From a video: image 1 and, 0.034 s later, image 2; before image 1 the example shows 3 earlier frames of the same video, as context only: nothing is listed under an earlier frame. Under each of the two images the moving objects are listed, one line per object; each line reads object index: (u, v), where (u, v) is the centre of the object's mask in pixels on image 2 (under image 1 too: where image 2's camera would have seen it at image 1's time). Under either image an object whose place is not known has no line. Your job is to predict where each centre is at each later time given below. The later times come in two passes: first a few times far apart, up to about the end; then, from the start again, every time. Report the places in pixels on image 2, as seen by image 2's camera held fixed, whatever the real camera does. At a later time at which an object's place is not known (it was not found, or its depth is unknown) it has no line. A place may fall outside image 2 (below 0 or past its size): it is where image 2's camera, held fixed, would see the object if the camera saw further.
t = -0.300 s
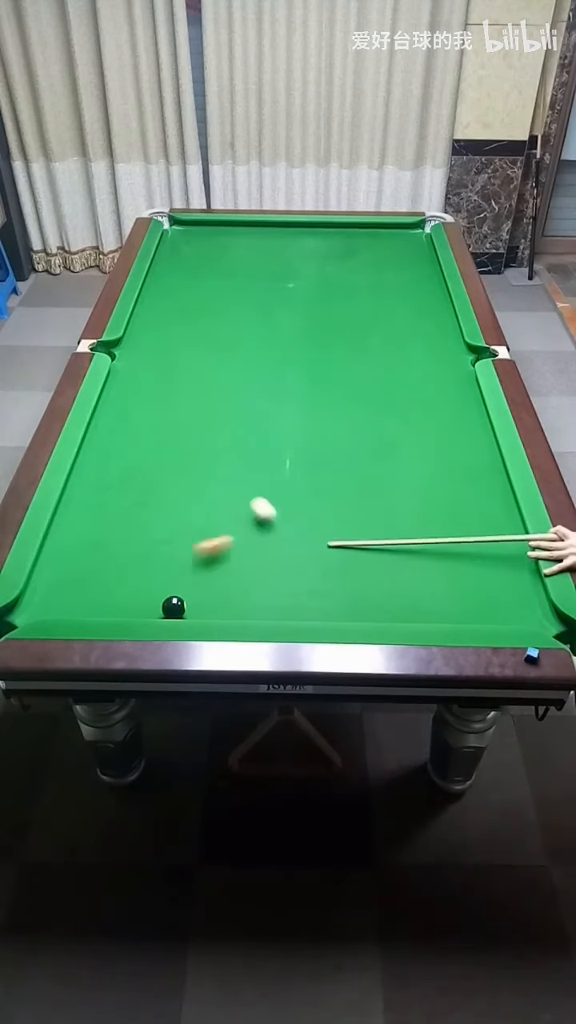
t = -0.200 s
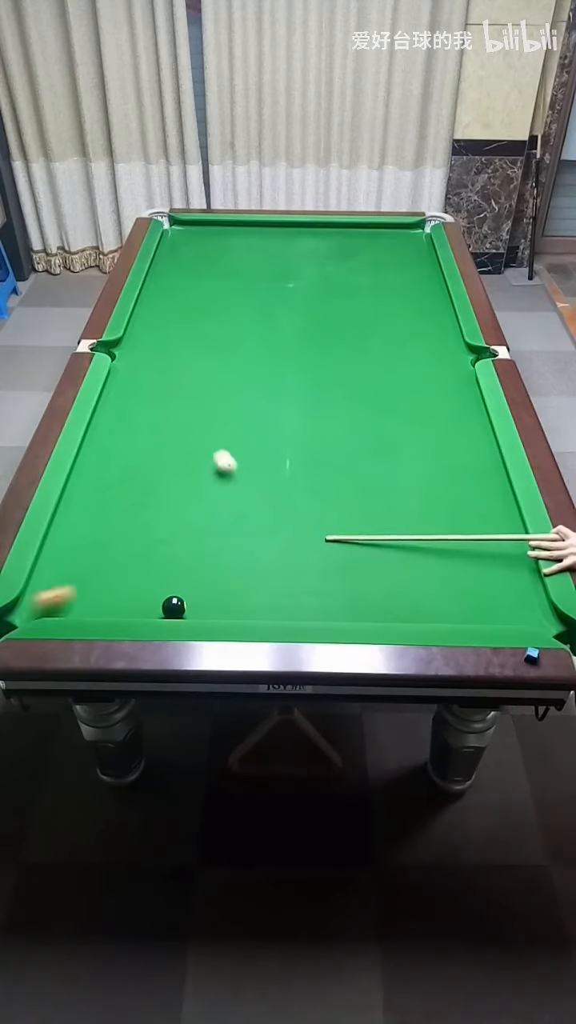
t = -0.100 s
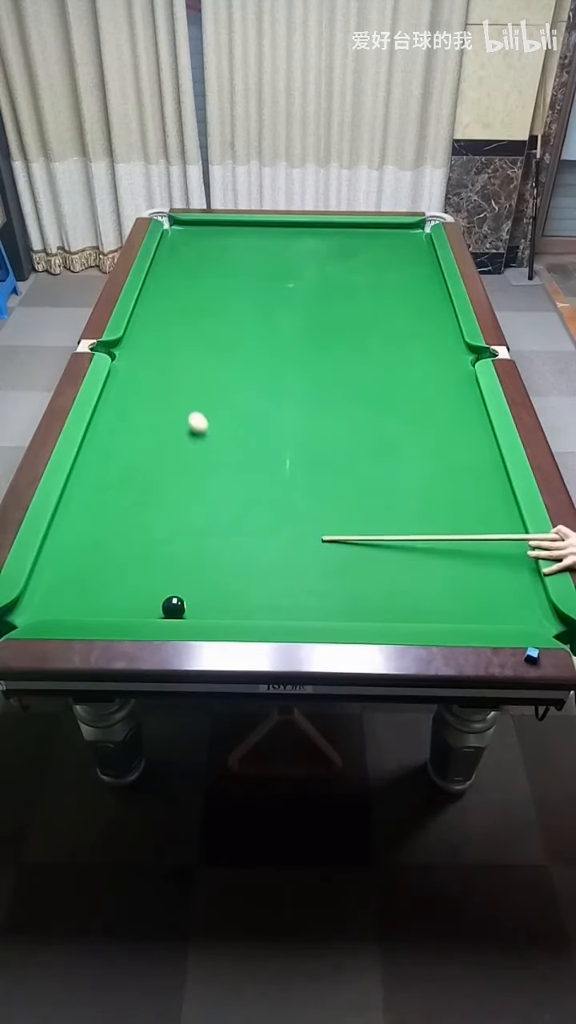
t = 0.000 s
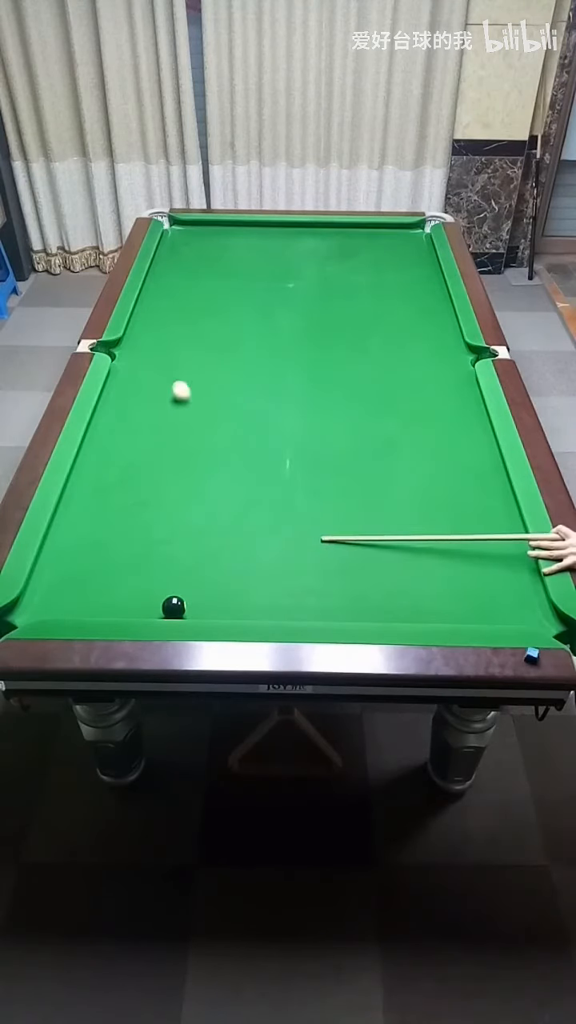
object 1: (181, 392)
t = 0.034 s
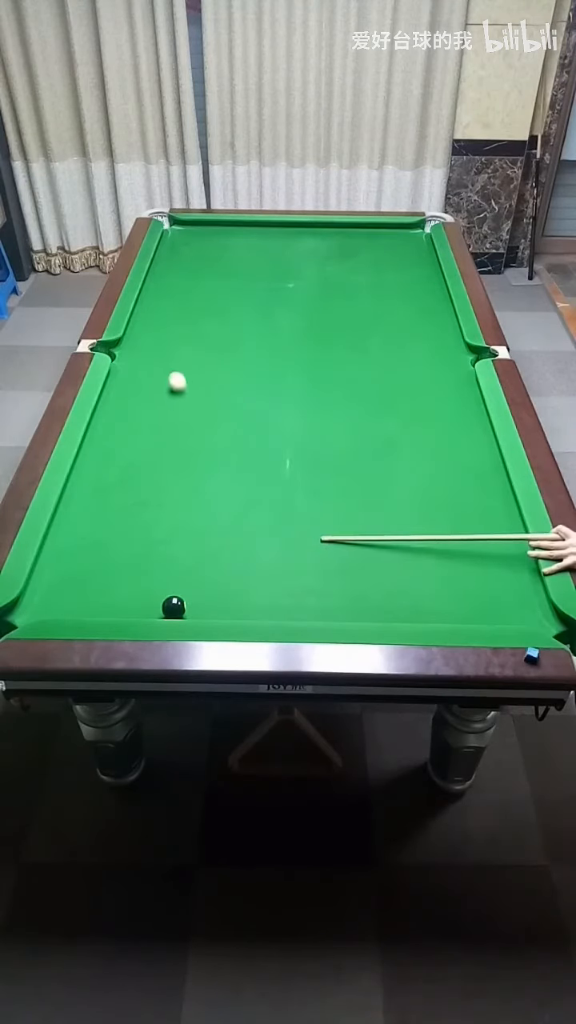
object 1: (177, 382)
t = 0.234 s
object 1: (170, 337)
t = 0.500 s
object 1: (178, 294)
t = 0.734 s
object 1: (185, 262)
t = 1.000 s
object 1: (191, 232)
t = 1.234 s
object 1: (178, 233)
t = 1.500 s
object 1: (166, 249)
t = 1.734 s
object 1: (171, 262)
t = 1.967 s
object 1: (177, 276)
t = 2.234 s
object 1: (183, 292)
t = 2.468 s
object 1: (189, 306)
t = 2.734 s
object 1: (196, 323)
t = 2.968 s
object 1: (203, 338)
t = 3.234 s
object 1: (211, 356)
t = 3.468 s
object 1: (219, 371)
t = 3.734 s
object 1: (228, 389)
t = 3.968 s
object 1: (235, 405)
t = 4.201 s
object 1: (243, 421)
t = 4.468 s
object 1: (252, 440)
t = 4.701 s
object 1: (260, 455)
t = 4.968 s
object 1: (270, 473)
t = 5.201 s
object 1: (278, 488)
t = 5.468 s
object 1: (287, 505)
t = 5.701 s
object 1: (295, 520)
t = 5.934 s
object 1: (303, 533)
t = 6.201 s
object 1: (312, 548)
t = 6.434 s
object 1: (319, 560)
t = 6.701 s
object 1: (327, 573)
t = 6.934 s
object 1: (334, 583)
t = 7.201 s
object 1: (340, 594)
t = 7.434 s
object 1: (345, 601)
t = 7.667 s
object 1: (349, 607)
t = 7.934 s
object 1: (352, 611)
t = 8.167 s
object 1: (354, 613)
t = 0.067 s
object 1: (174, 373)
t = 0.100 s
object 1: (172, 365)
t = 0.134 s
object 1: (170, 358)
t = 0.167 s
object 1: (170, 351)
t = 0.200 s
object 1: (169, 344)
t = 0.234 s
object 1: (170, 337)
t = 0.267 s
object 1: (171, 331)
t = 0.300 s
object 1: (172, 325)
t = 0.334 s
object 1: (173, 320)
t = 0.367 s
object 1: (175, 315)
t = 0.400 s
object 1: (176, 309)
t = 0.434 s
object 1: (176, 304)
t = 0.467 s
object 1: (178, 299)
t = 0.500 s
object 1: (178, 294)
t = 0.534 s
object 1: (179, 289)
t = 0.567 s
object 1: (180, 284)
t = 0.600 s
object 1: (181, 280)
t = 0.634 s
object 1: (182, 275)
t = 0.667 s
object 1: (183, 271)
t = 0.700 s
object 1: (184, 266)
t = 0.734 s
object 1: (185, 262)
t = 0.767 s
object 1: (185, 258)
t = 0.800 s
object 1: (186, 254)
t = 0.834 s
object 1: (187, 250)
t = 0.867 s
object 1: (188, 246)
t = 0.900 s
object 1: (189, 242)
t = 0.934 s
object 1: (190, 239)
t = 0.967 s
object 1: (190, 235)
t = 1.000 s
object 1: (191, 232)
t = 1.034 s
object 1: (192, 228)
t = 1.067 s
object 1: (192, 225)
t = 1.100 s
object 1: (192, 223)
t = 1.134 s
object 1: (189, 226)
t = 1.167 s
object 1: (185, 229)
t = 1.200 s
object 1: (182, 231)
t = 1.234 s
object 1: (178, 233)
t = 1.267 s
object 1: (175, 235)
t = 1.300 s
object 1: (172, 237)
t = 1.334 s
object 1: (169, 239)
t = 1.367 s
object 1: (166, 242)
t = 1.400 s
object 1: (164, 244)
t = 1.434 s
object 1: (165, 246)
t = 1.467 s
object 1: (165, 247)
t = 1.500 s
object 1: (166, 249)
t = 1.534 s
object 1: (167, 251)
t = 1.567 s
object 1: (168, 253)
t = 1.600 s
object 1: (168, 254)
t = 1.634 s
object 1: (169, 256)
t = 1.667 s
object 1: (170, 258)
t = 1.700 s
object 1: (171, 260)
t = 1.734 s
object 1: (171, 262)
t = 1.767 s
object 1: (172, 264)
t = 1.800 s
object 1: (173, 266)
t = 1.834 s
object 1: (174, 268)
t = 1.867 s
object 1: (174, 270)
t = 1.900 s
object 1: (175, 272)
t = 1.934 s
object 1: (176, 274)
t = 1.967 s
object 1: (177, 276)
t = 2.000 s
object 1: (177, 278)
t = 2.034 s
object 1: (178, 280)
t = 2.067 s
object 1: (179, 282)
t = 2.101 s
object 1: (180, 284)
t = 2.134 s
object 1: (180, 286)
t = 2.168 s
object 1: (181, 288)
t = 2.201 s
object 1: (182, 290)
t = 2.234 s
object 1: (183, 292)
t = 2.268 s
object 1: (184, 294)
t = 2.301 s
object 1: (184, 296)
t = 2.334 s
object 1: (185, 298)
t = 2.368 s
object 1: (186, 300)
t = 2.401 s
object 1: (187, 302)
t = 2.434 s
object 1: (188, 304)
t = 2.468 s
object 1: (189, 306)
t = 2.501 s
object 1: (190, 308)
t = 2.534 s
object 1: (191, 310)
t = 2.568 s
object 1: (192, 313)
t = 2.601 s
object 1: (193, 314)
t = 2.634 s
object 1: (194, 317)
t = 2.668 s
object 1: (195, 319)
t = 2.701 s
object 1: (196, 321)
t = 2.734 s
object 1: (196, 323)
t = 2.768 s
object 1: (197, 325)
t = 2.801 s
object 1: (198, 327)
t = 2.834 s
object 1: (199, 329)
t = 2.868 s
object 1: (200, 332)
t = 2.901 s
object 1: (201, 334)
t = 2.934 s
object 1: (202, 336)
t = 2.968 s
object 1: (203, 338)
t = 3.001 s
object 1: (204, 340)
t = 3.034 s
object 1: (205, 343)
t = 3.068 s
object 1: (206, 345)
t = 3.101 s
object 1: (207, 347)
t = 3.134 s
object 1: (208, 349)
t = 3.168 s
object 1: (209, 351)
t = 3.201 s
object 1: (210, 354)
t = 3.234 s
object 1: (211, 356)
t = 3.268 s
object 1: (212, 358)
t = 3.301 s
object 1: (213, 360)
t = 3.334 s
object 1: (215, 362)
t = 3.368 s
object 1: (216, 365)
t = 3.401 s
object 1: (216, 367)
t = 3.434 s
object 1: (218, 369)
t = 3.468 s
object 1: (219, 371)
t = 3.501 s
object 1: (220, 374)
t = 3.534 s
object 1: (221, 376)
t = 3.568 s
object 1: (222, 378)
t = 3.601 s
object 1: (223, 380)
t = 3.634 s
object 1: (224, 383)
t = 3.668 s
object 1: (225, 385)
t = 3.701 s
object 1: (227, 387)
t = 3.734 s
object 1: (228, 389)
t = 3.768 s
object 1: (228, 392)
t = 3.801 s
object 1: (229, 394)
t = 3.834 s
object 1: (231, 396)
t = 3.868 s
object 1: (232, 398)
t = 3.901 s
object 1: (233, 401)
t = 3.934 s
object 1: (234, 403)
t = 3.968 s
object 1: (235, 405)
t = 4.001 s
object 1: (236, 408)
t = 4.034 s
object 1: (237, 410)
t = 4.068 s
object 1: (238, 412)
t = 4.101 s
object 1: (239, 414)
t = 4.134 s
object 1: (241, 417)
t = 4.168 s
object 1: (242, 419)
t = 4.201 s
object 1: (243, 421)
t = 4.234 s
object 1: (244, 423)
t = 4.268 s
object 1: (245, 426)
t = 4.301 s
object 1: (246, 428)
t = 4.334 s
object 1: (247, 431)
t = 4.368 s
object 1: (249, 433)
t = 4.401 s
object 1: (250, 435)
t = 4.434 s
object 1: (251, 437)
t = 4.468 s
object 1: (252, 440)
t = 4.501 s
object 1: (253, 442)
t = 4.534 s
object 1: (254, 444)
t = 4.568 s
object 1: (256, 446)
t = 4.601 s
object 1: (257, 449)
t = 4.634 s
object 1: (258, 451)
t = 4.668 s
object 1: (259, 453)
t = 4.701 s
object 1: (260, 455)
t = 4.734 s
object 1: (261, 458)
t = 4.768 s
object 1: (263, 460)
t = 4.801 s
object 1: (264, 462)
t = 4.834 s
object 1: (265, 464)
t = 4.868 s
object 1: (266, 467)
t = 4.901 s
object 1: (267, 469)
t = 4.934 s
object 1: (268, 471)
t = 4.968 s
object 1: (270, 473)
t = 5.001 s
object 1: (271, 475)
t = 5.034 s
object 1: (272, 477)
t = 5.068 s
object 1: (273, 480)
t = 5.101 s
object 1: (274, 481)
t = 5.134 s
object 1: (275, 484)
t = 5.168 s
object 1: (276, 486)
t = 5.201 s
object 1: (278, 488)
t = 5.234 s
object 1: (279, 490)
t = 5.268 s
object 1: (280, 492)
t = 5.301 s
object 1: (281, 494)
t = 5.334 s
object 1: (282, 497)
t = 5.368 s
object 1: (283, 499)
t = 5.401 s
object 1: (284, 501)
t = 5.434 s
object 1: (286, 503)
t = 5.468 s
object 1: (287, 505)
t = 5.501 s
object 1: (288, 507)
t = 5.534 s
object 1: (289, 510)
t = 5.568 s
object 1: (290, 511)
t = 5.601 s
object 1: (291, 514)
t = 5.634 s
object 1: (292, 516)
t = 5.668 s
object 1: (294, 518)
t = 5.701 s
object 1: (295, 520)
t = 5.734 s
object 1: (296, 522)
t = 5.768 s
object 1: (297, 524)
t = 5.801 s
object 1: (298, 525)
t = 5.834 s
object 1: (299, 527)
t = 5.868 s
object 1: (300, 529)
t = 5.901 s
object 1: (302, 531)
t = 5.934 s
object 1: (303, 533)
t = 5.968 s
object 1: (304, 535)
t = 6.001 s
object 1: (305, 537)
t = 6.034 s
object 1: (306, 539)
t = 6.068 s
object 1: (307, 541)
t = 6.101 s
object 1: (308, 543)
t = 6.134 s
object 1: (309, 545)
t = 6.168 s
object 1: (311, 546)
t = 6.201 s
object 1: (312, 548)
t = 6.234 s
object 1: (313, 550)
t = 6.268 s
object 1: (314, 552)
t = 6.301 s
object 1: (315, 554)
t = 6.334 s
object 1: (316, 555)
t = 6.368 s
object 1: (317, 557)
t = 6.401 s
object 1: (318, 559)
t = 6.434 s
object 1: (319, 560)
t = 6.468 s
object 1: (320, 562)
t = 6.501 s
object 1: (321, 564)
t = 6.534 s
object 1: (322, 565)
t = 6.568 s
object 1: (323, 567)
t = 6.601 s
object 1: (324, 569)
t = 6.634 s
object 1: (325, 570)
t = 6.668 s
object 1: (326, 572)
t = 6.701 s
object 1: (327, 573)
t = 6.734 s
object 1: (328, 575)
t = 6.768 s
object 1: (329, 576)
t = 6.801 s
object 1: (330, 578)
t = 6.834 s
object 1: (331, 579)
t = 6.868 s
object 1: (332, 581)
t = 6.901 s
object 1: (333, 582)
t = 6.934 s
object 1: (334, 583)
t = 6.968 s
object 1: (334, 585)
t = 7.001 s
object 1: (335, 586)
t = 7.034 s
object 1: (336, 587)
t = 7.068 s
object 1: (337, 588)
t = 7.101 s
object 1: (338, 590)
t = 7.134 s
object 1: (339, 591)
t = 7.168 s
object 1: (339, 592)
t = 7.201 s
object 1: (340, 594)
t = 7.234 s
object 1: (341, 595)
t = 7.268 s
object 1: (342, 596)
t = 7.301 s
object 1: (342, 597)
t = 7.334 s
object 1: (343, 598)
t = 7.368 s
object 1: (344, 599)
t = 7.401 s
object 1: (345, 600)
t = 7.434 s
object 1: (345, 601)
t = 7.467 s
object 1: (346, 602)
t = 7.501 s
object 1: (346, 603)
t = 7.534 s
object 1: (347, 604)
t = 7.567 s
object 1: (347, 605)
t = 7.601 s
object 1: (348, 605)
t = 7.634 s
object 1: (348, 606)
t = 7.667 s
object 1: (349, 607)
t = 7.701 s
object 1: (349, 608)
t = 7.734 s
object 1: (350, 608)
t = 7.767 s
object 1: (350, 609)
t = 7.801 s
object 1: (351, 609)
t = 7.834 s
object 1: (351, 610)
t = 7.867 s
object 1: (351, 610)
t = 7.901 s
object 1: (352, 610)
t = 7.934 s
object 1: (352, 611)
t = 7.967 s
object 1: (353, 611)
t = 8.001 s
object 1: (353, 612)
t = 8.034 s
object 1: (353, 612)
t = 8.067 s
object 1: (353, 612)
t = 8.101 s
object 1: (354, 612)
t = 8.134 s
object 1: (354, 613)
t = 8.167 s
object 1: (354, 613)
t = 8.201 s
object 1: (355, 613)
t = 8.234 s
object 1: (355, 613)
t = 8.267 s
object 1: (355, 613)
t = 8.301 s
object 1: (355, 613)
